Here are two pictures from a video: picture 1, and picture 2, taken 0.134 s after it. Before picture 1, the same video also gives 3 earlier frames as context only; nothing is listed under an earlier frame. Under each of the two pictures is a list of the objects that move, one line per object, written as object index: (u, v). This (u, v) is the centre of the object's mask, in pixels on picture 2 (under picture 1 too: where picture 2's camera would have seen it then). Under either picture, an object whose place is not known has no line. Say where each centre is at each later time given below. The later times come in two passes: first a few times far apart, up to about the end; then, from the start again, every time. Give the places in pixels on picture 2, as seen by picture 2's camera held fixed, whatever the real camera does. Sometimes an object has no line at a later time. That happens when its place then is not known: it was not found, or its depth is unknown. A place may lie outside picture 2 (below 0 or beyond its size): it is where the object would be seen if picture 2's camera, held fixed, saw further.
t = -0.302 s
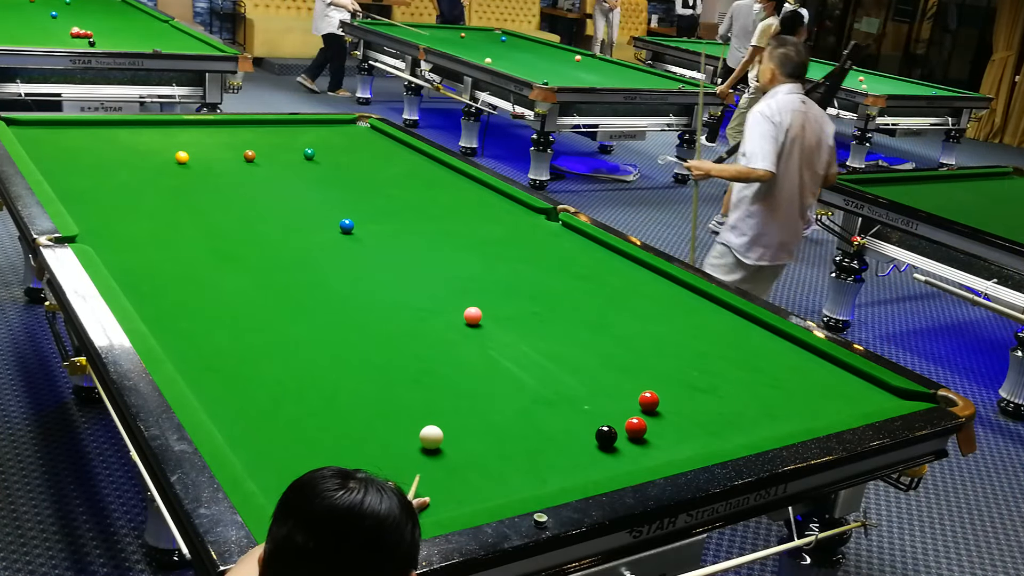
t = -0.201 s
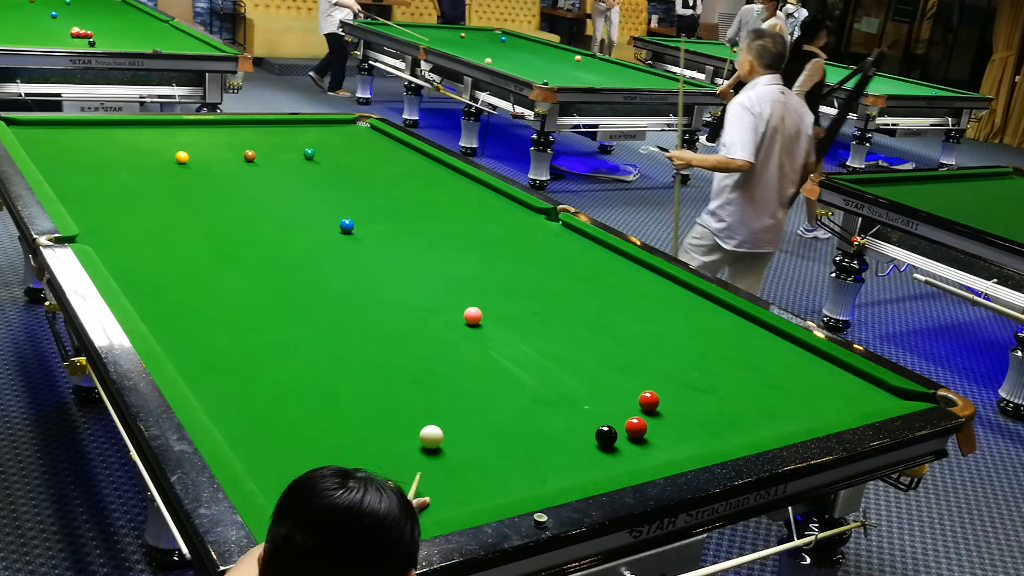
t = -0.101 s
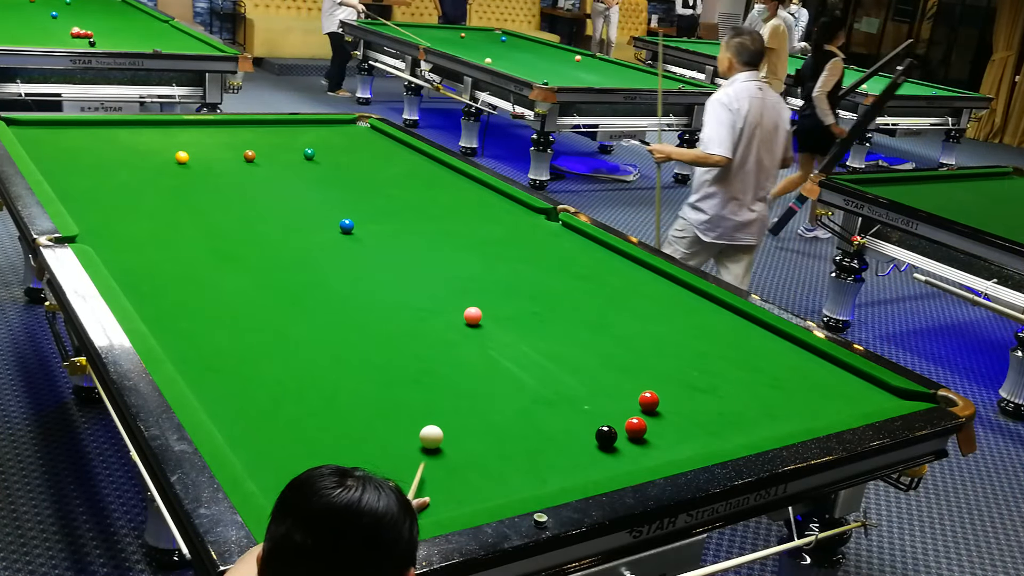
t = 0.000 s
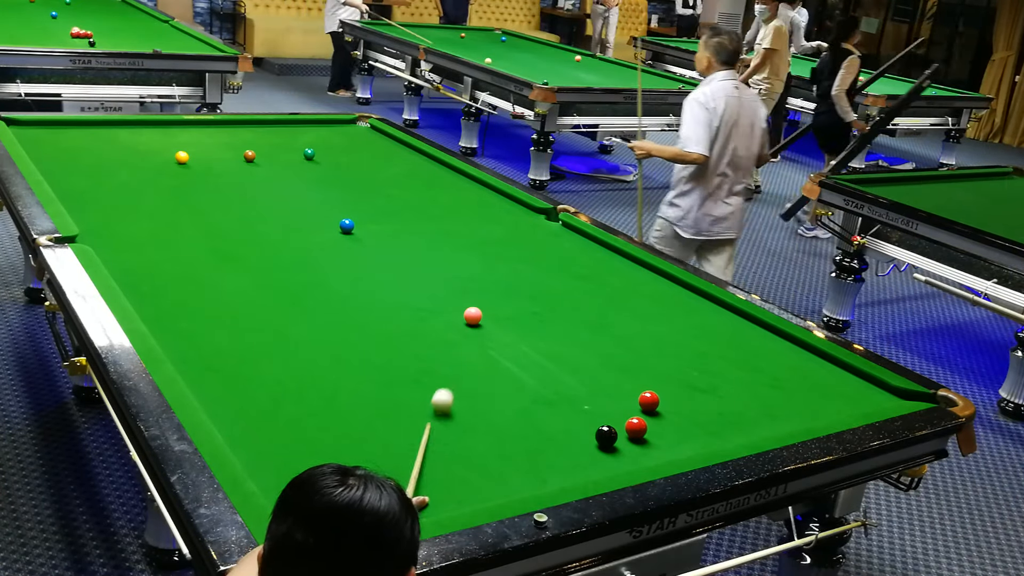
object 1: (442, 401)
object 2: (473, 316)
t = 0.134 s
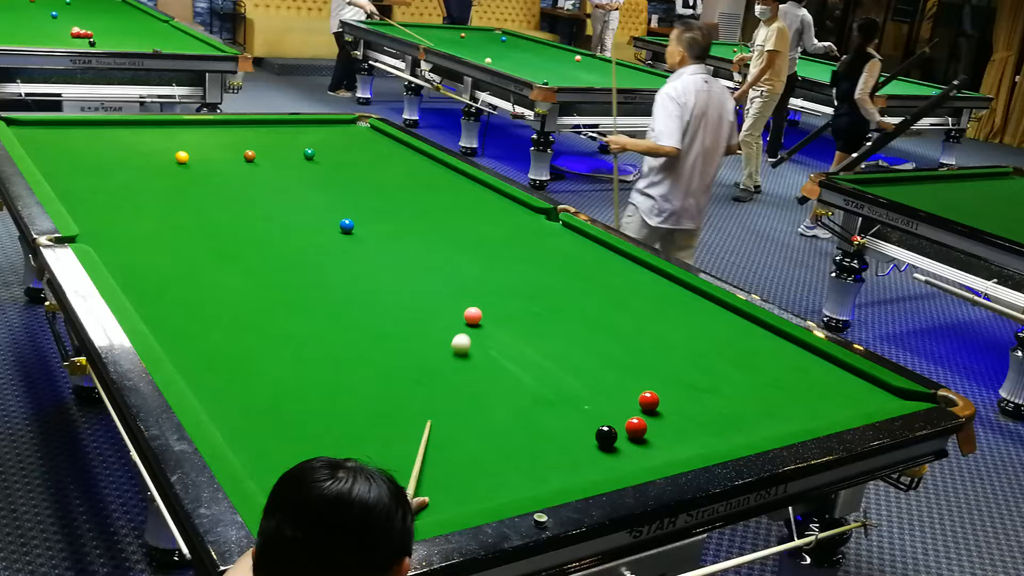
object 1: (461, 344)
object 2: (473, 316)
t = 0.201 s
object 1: (468, 323)
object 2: (475, 313)
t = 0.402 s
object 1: (452, 323)
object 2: (501, 278)
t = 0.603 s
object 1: (437, 325)
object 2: (520, 252)
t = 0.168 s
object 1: (465, 333)
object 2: (473, 316)
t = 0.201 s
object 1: (468, 323)
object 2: (475, 313)
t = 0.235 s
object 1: (466, 321)
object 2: (478, 309)
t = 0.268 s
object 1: (463, 321)
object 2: (483, 302)
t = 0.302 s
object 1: (460, 322)
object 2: (488, 296)
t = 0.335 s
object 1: (457, 322)
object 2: (493, 289)
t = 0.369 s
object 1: (455, 323)
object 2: (497, 284)
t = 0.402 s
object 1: (452, 323)
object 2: (501, 278)
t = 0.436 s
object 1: (449, 323)
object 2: (504, 274)
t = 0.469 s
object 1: (447, 324)
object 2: (508, 269)
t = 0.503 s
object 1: (444, 324)
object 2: (511, 265)
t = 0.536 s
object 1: (442, 324)
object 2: (514, 260)
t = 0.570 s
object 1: (439, 325)
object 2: (517, 256)
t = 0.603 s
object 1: (437, 325)
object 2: (520, 252)
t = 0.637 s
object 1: (434, 325)
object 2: (523, 248)
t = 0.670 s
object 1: (432, 326)
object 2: (526, 245)
